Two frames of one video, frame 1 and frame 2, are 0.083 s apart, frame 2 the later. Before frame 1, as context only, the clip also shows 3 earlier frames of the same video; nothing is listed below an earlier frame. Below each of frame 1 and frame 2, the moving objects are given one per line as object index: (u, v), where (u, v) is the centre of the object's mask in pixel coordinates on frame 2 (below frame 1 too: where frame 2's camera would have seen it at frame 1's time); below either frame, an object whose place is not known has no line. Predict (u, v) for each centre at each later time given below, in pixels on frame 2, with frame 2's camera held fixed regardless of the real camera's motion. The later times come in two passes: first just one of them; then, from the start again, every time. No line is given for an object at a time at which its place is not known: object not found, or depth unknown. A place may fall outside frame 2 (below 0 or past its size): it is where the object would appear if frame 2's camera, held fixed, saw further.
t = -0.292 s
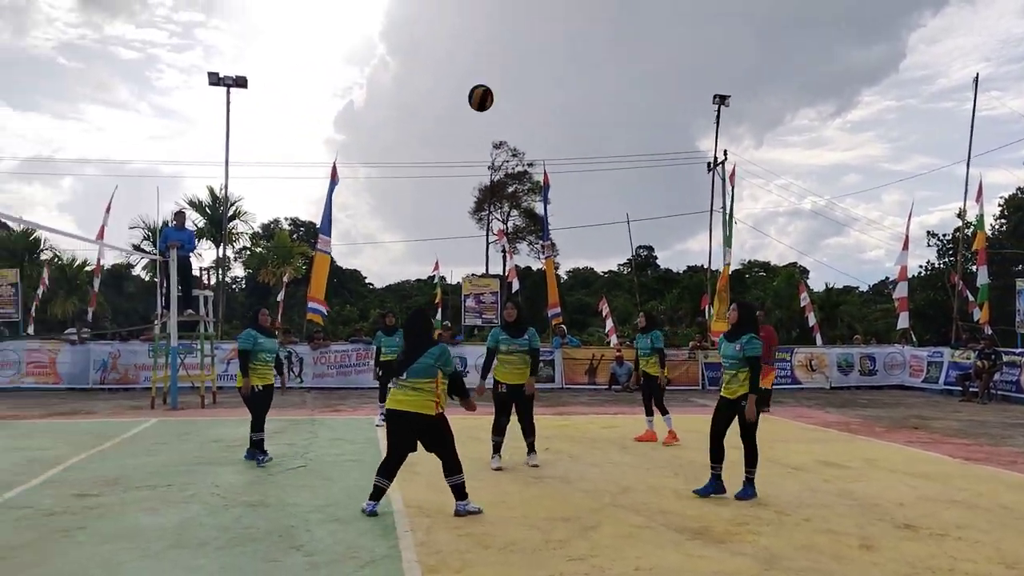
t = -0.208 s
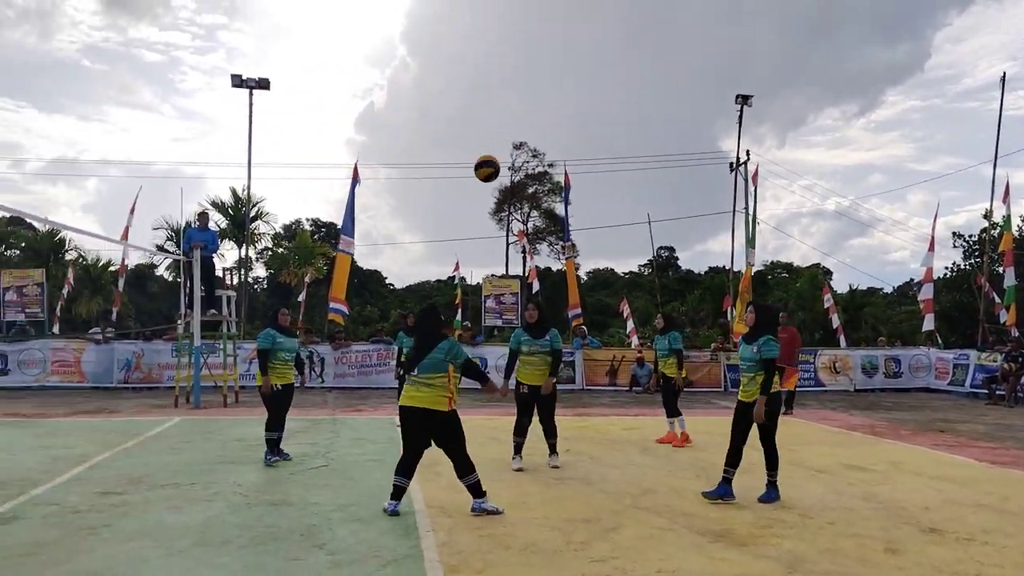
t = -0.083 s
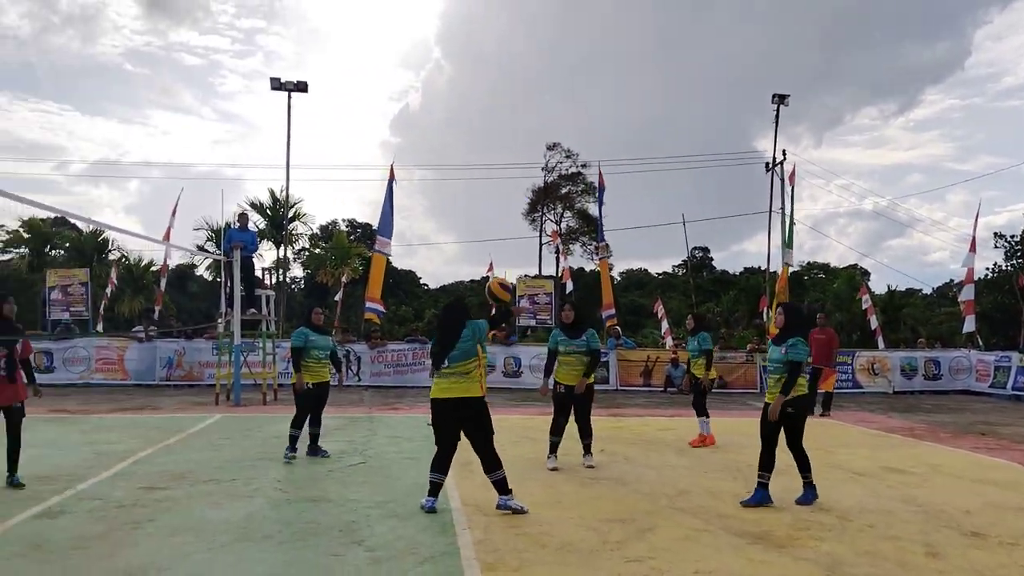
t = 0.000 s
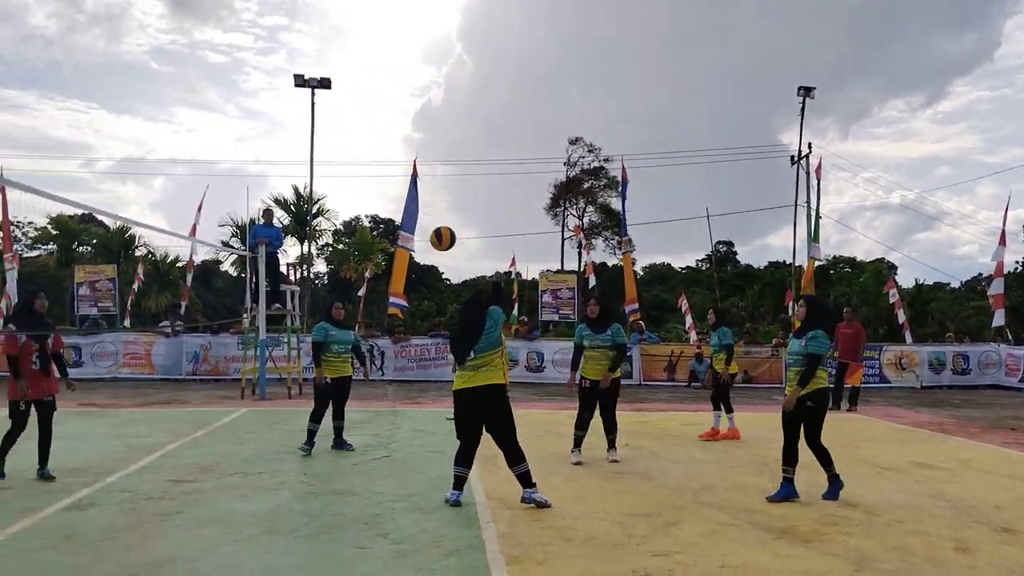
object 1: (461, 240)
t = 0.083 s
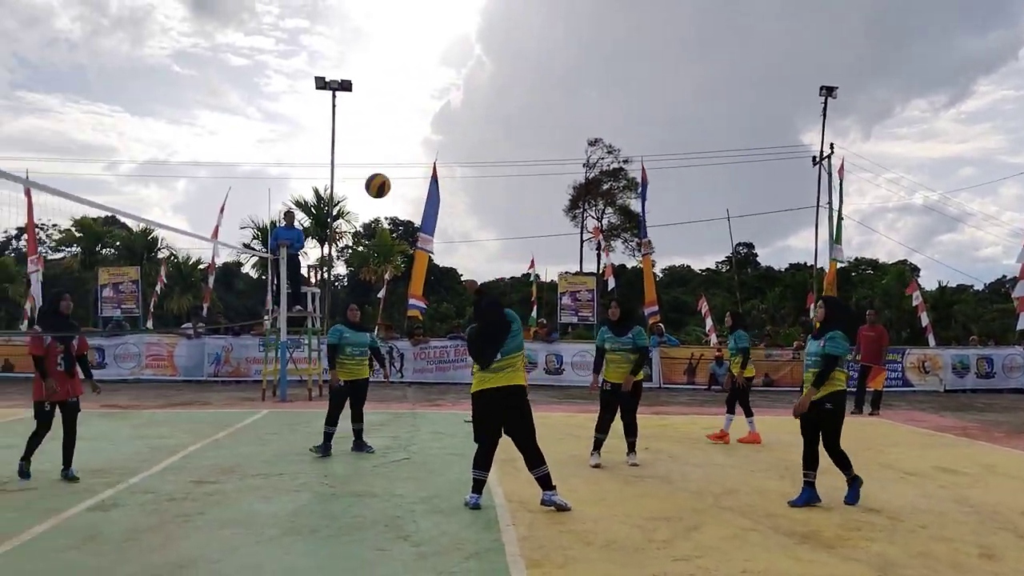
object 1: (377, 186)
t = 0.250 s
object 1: (219, 107)
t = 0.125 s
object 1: (337, 163)
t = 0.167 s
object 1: (297, 142)
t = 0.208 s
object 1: (258, 124)
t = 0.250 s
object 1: (219, 107)
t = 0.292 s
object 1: (181, 94)
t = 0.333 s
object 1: (142, 82)
